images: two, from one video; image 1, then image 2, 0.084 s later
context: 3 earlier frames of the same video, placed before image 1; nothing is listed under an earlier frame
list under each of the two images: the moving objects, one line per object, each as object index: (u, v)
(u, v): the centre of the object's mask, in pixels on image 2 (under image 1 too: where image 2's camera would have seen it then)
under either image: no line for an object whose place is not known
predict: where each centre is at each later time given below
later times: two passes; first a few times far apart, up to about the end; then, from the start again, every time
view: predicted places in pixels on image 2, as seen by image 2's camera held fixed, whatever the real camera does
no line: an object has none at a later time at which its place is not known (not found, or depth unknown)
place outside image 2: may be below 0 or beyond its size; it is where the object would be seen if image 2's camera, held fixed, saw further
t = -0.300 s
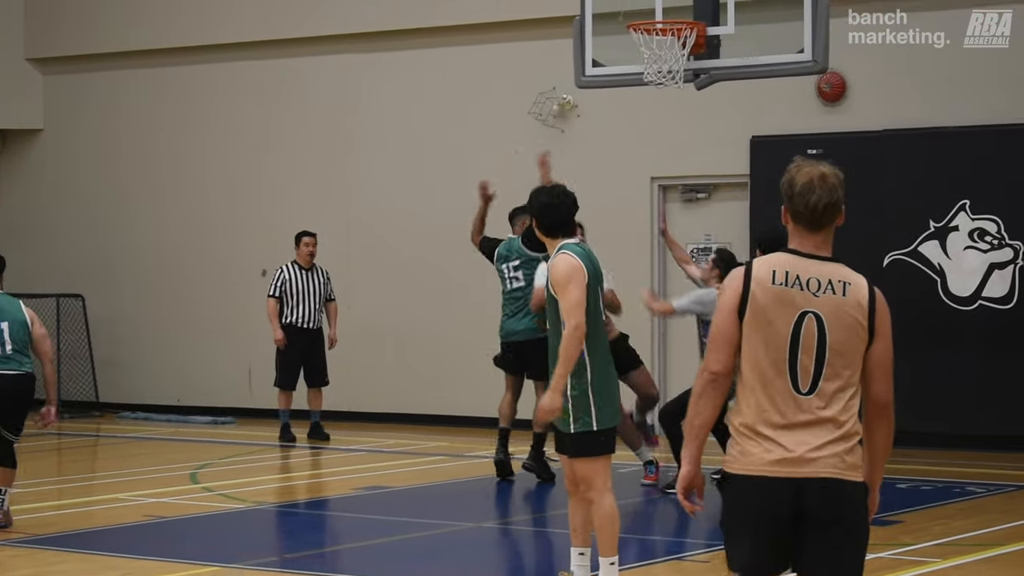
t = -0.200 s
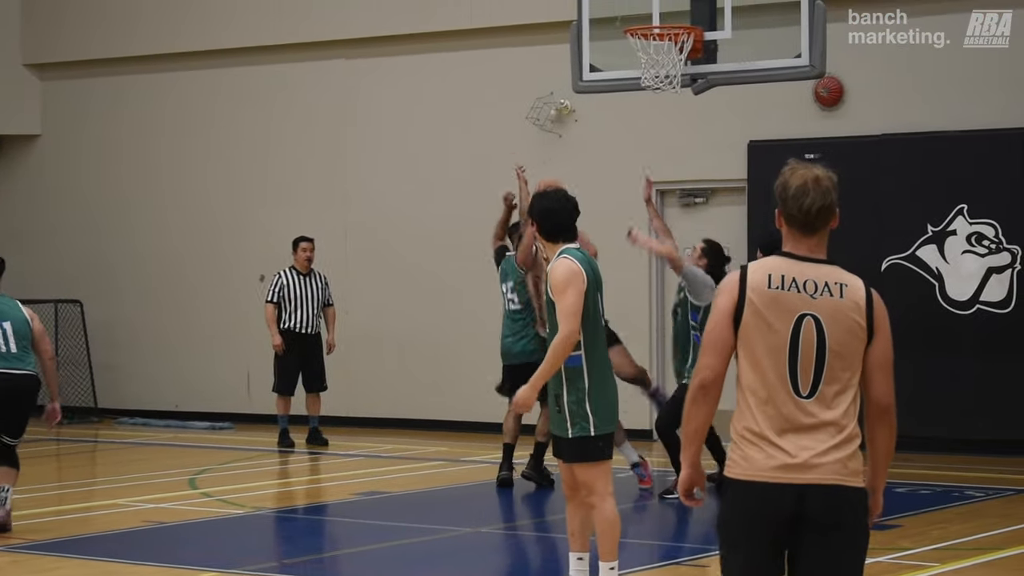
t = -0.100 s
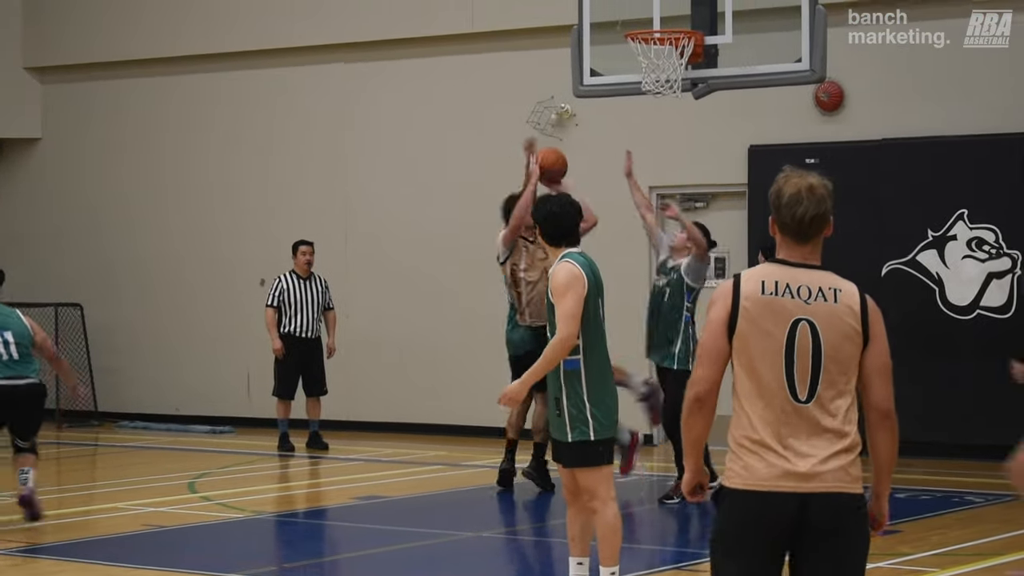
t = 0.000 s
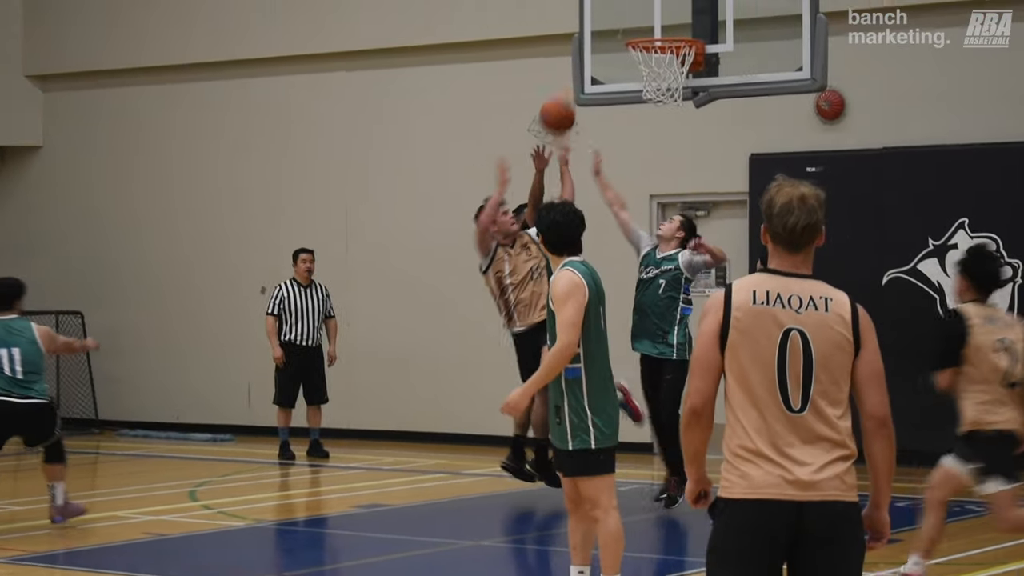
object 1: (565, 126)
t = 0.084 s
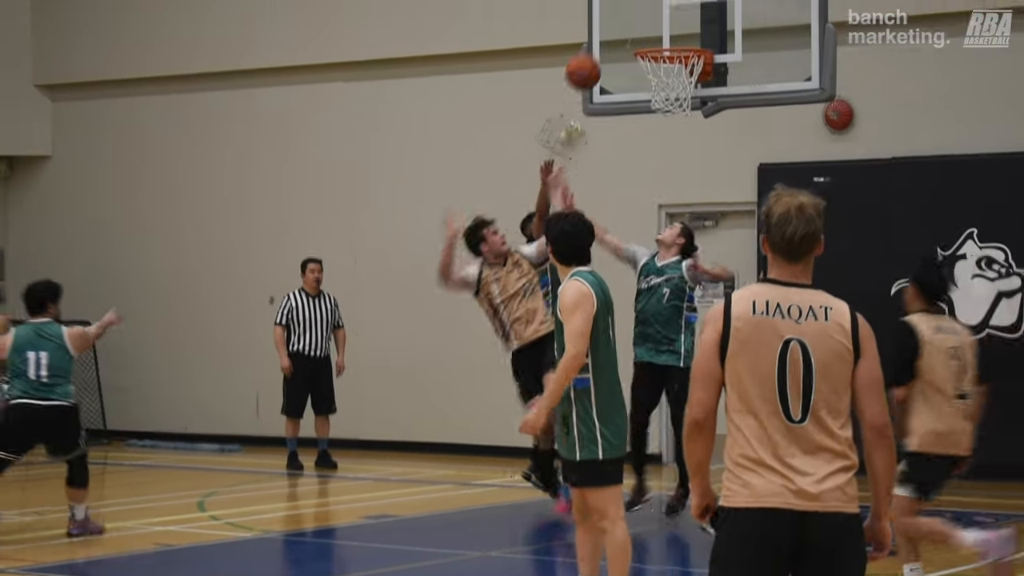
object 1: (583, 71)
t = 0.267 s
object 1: (621, -12)
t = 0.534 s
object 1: (639, -24)
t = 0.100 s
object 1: (586, 63)
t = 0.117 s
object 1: (590, 53)
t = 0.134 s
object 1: (593, 44)
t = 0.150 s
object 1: (597, 36)
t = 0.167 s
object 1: (600, 28)
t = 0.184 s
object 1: (604, 20)
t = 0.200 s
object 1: (608, 13)
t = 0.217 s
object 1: (611, 6)
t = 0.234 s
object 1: (615, 0)
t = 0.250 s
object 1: (618, -6)
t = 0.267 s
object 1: (621, -12)
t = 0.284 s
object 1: (625, -17)
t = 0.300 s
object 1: (629, -22)
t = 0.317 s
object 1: (632, -26)
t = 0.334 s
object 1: (633, -28)
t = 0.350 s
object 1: (633, -30)
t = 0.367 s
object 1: (634, -32)
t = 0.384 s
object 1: (634, -33)
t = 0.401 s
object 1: (635, -33)
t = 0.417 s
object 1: (635, -33)
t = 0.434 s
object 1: (636, -33)
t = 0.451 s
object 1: (636, -33)
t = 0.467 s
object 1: (637, -32)
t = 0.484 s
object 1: (638, -31)
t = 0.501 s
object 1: (638, -29)
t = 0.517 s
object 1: (638, -27)
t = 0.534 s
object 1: (639, -24)
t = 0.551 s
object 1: (639, -21)
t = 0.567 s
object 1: (640, -18)
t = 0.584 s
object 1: (640, -14)
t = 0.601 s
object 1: (641, -9)
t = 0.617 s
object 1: (641, -4)
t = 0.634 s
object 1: (642, 1)
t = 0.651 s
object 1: (642, 6)
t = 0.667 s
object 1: (643, 13)
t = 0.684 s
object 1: (643, 19)
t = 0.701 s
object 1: (644, 26)
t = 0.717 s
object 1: (644, 34)
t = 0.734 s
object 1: (646, 35)
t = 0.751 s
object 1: (649, 33)
